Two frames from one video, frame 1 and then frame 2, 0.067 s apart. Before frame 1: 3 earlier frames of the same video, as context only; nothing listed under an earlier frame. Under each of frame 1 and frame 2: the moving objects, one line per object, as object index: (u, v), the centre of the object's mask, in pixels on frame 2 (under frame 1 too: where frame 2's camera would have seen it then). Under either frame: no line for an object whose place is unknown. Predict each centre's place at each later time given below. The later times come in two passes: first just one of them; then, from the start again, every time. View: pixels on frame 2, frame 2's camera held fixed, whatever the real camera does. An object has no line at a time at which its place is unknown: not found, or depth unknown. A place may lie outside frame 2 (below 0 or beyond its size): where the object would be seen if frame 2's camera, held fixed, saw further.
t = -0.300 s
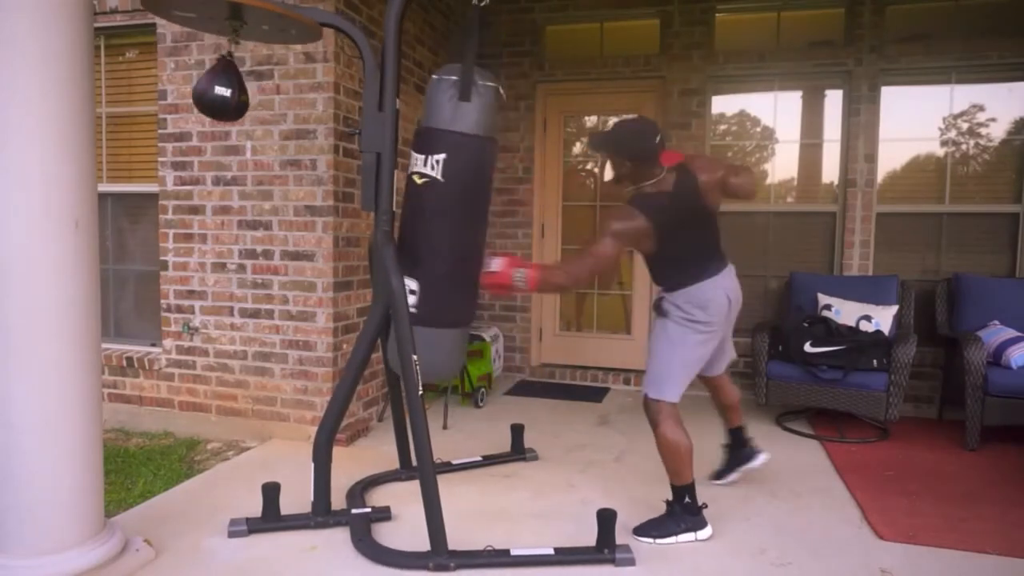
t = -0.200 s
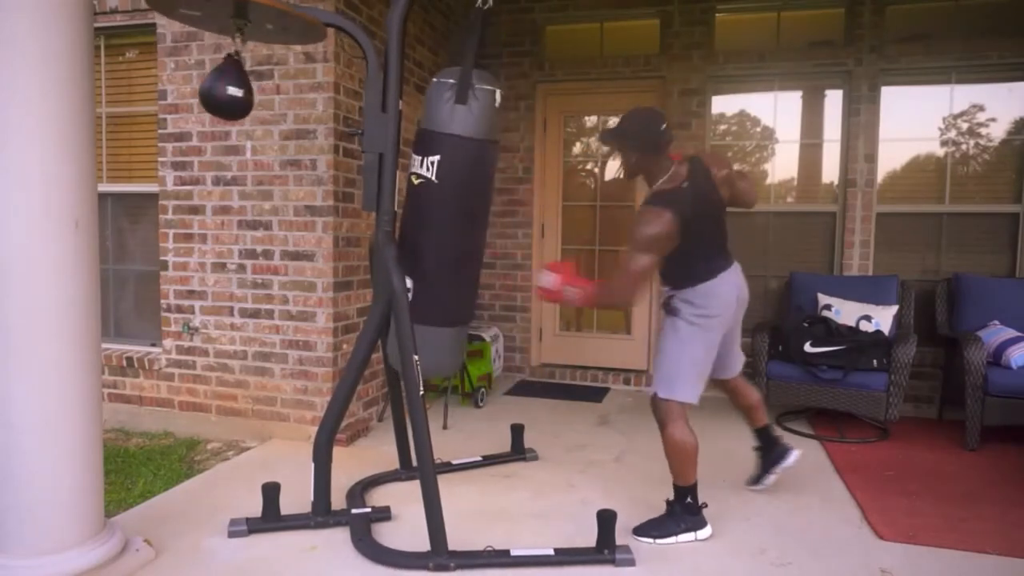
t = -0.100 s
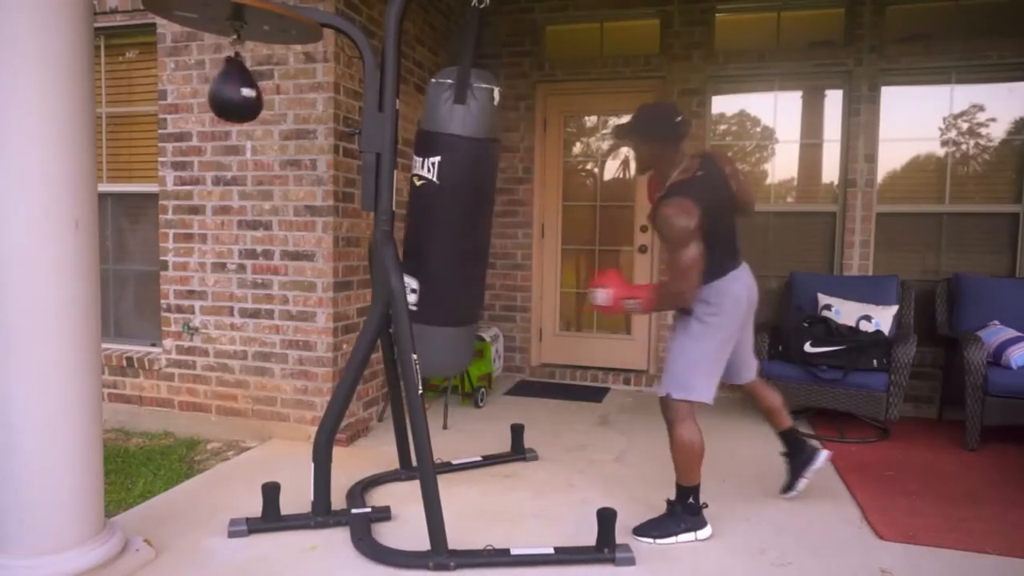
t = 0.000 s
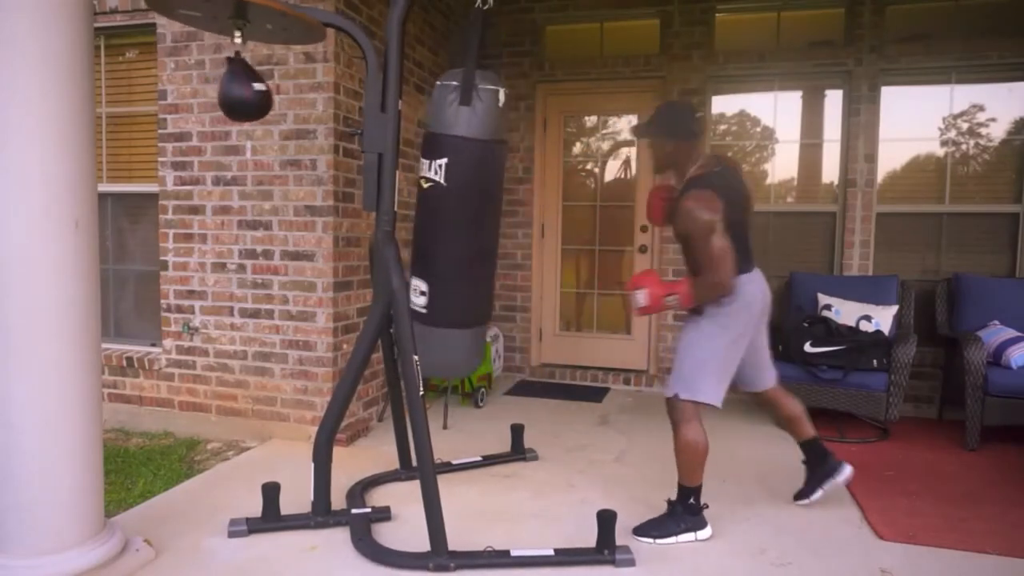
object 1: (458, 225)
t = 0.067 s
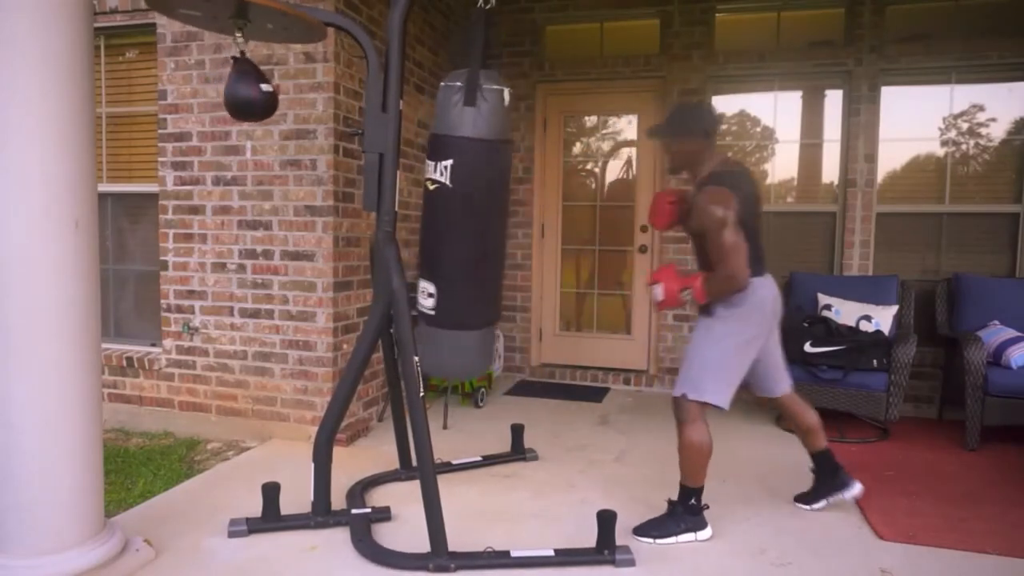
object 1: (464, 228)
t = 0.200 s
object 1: (478, 231)
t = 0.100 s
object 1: (467, 229)
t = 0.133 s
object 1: (471, 230)
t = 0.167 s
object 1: (474, 229)
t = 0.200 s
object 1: (478, 231)
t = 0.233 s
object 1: (483, 233)
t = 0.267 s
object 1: (486, 233)
